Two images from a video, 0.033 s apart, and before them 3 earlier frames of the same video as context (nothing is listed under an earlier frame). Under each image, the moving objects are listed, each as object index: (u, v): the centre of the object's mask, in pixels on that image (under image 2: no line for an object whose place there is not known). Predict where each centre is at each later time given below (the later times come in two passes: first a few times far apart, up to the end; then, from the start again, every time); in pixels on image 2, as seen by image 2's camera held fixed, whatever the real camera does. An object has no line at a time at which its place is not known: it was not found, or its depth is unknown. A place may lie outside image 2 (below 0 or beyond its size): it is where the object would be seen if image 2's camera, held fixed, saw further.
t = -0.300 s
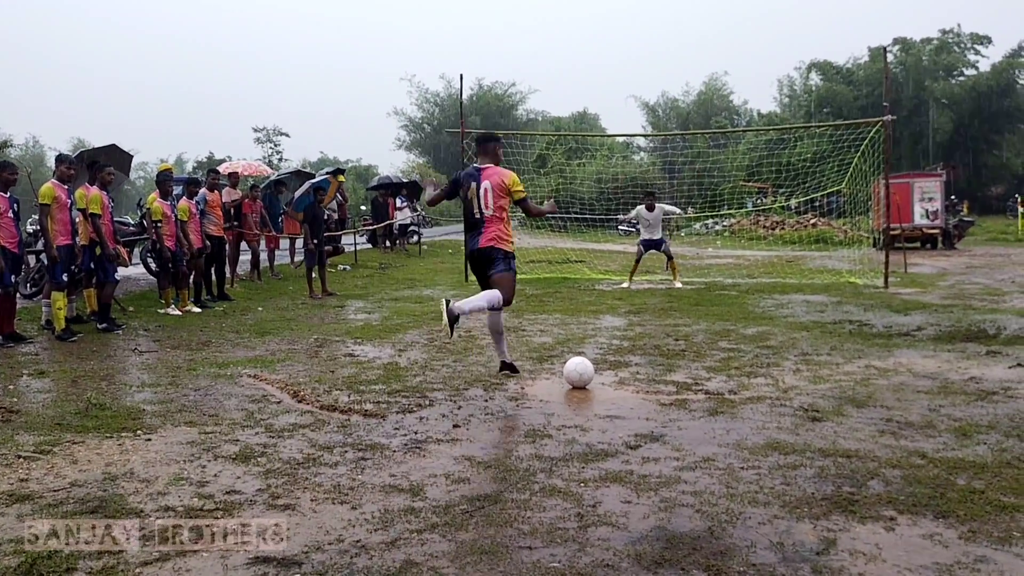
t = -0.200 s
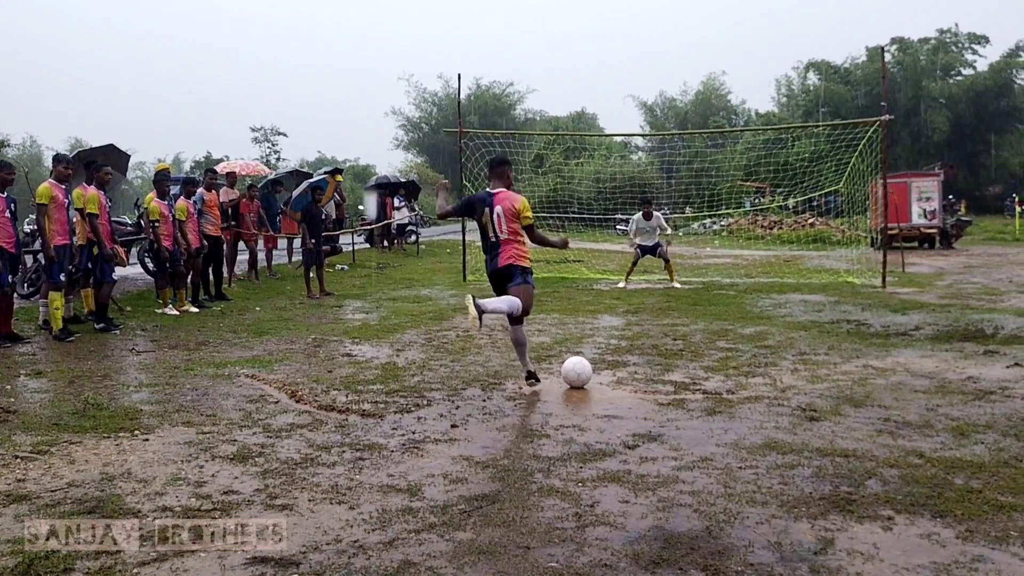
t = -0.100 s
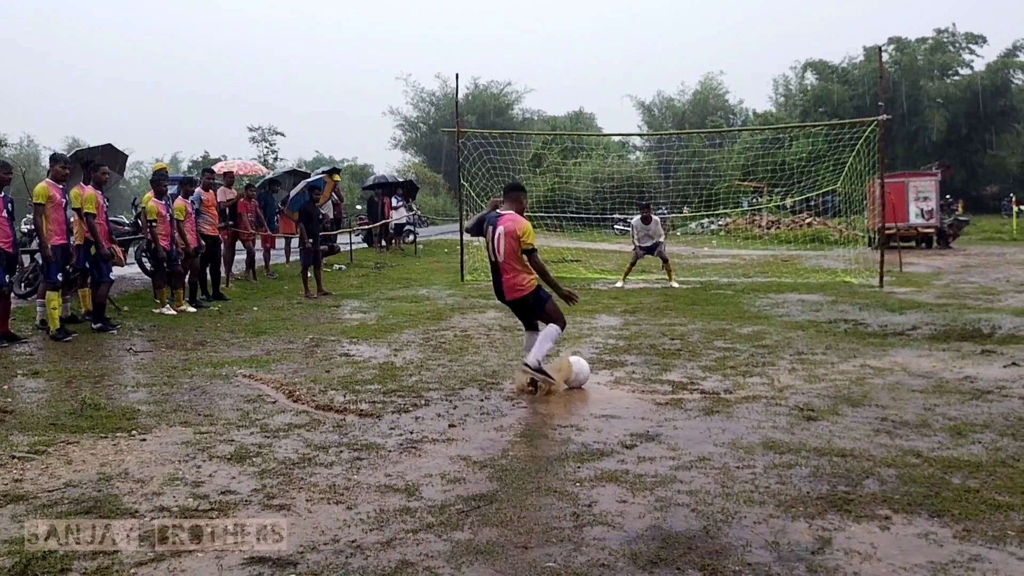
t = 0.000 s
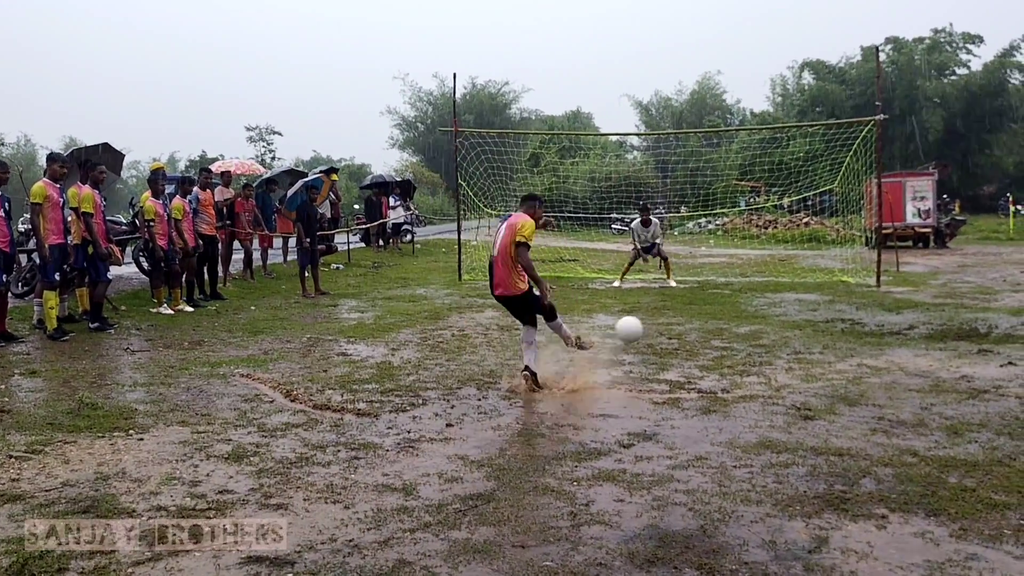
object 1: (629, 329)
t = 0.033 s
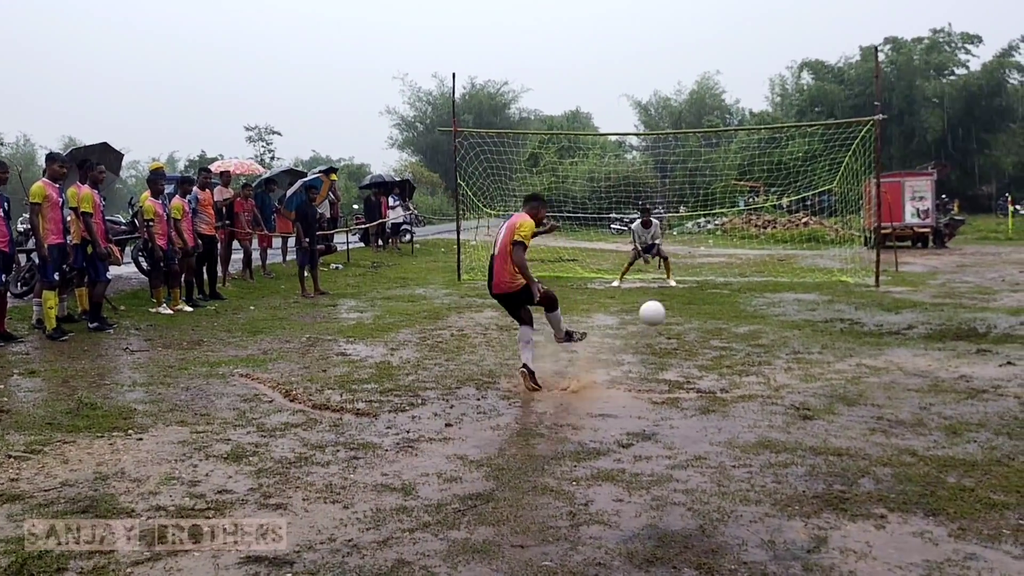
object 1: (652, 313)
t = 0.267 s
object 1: (748, 266)
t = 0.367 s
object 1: (767, 265)
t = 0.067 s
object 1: (673, 300)
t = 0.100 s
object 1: (690, 290)
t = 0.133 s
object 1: (705, 282)
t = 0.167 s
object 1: (719, 275)
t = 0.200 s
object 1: (730, 271)
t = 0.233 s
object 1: (739, 268)
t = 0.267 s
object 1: (748, 266)
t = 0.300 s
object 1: (755, 264)
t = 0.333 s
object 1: (761, 264)
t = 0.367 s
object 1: (767, 265)
